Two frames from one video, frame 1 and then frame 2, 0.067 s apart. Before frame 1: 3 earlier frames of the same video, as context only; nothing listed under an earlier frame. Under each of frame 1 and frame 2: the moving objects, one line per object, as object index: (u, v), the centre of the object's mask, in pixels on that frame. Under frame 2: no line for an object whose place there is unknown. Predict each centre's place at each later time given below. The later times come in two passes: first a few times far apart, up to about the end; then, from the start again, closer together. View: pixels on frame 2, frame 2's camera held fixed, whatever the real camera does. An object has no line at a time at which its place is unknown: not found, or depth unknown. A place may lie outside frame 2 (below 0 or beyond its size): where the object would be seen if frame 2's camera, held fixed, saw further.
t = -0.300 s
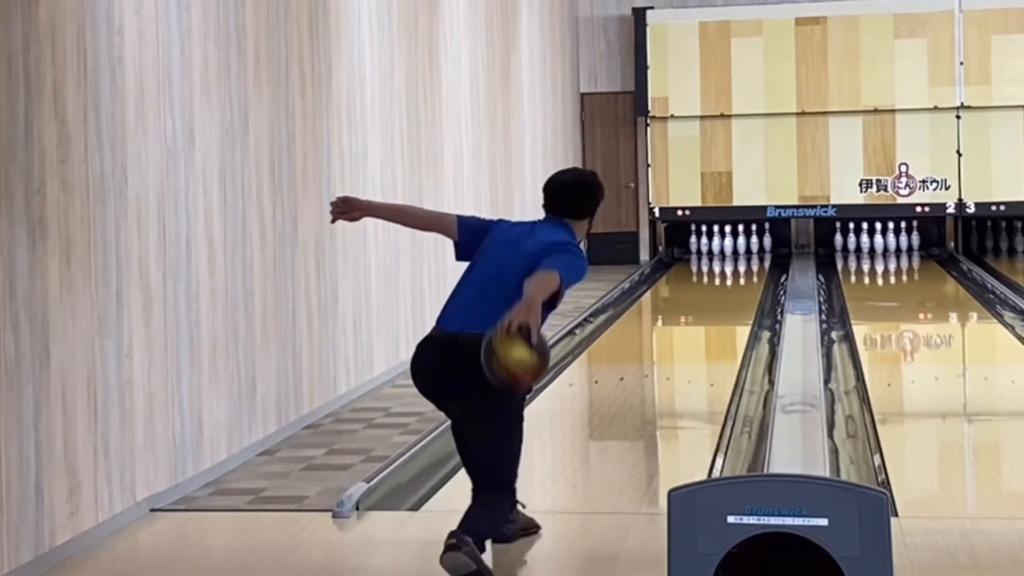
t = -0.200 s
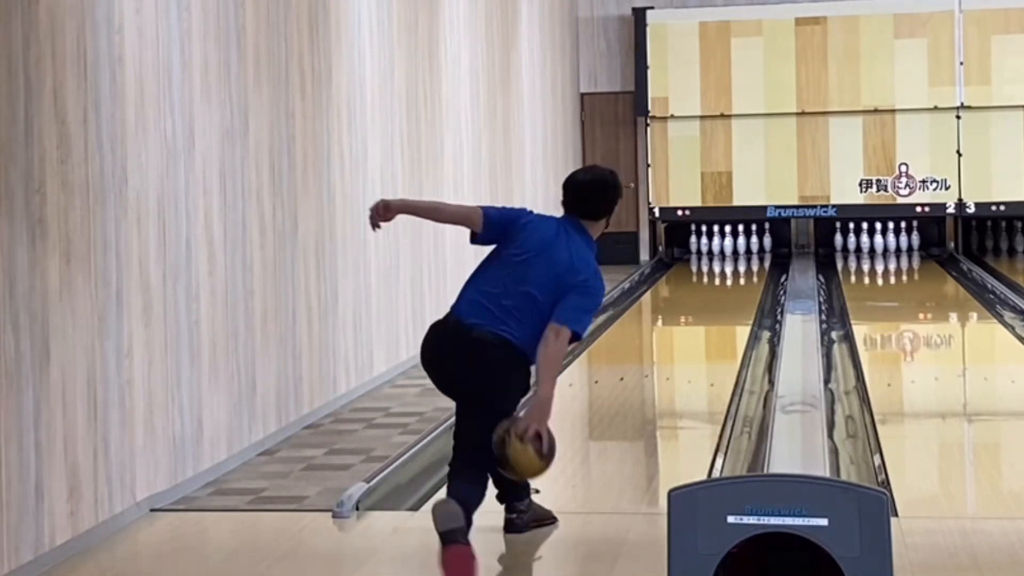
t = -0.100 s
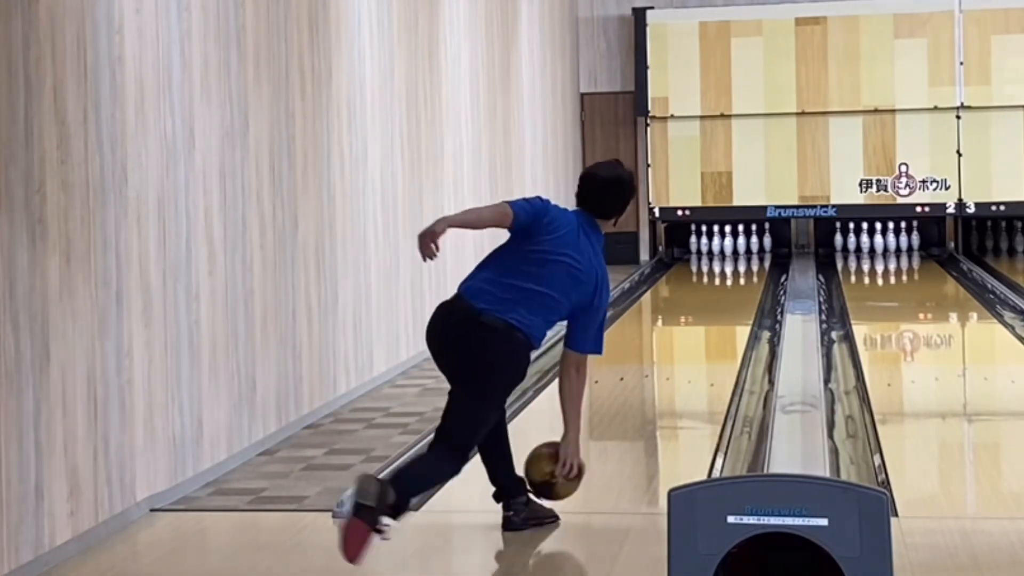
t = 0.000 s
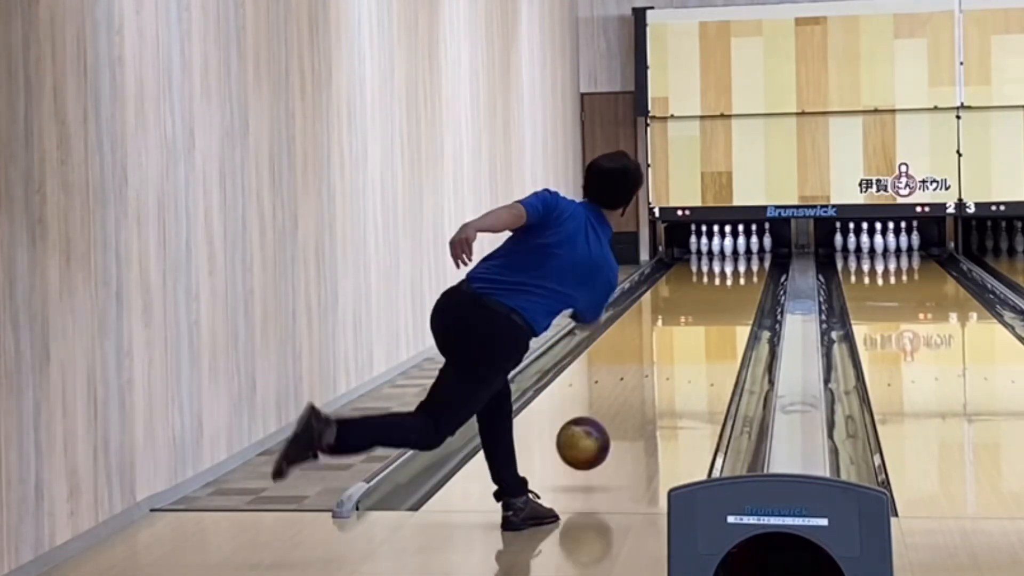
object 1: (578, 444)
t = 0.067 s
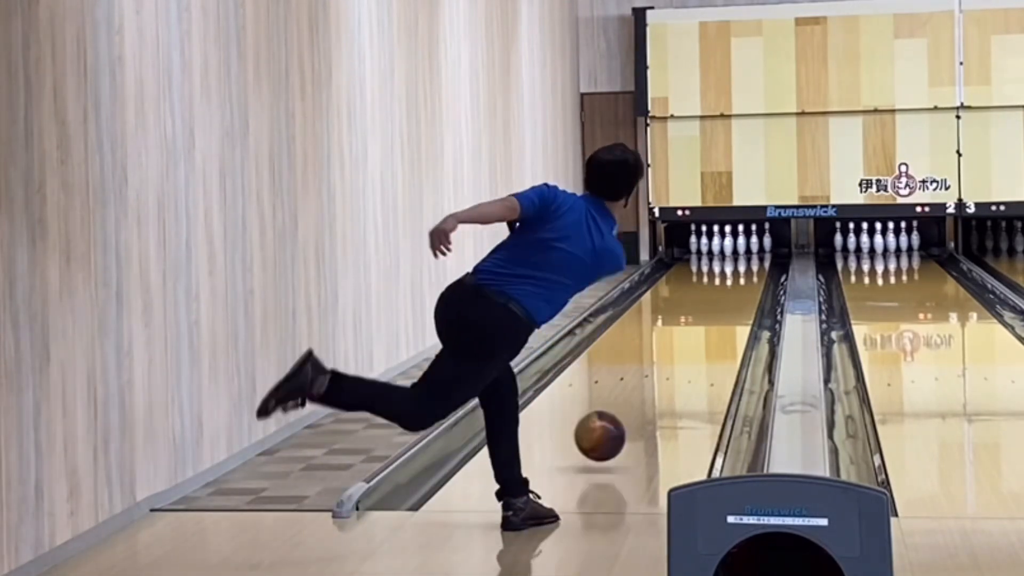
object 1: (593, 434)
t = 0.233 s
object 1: (629, 408)
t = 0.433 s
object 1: (661, 375)
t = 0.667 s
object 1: (686, 344)
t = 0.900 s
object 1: (709, 322)
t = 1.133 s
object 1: (728, 303)
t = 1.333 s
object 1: (738, 291)
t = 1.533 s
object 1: (746, 280)
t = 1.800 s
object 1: (752, 267)
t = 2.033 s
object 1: (753, 259)
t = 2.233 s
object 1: (749, 254)
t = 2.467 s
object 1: (741, 249)
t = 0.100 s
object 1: (599, 435)
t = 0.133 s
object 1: (607, 428)
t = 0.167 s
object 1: (616, 423)
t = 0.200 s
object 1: (625, 415)
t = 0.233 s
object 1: (629, 408)
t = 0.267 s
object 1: (633, 402)
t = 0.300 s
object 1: (639, 397)
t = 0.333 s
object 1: (645, 391)
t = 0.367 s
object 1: (653, 386)
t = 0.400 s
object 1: (658, 380)
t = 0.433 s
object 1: (661, 375)
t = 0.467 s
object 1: (664, 370)
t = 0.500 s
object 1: (668, 365)
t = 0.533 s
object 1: (673, 361)
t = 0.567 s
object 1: (680, 357)
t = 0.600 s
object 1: (684, 352)
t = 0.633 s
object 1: (684, 348)
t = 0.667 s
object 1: (686, 344)
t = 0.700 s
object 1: (690, 341)
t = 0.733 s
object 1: (695, 339)
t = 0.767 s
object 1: (701, 334)
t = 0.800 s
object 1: (704, 331)
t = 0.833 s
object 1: (706, 328)
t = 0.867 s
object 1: (709, 325)
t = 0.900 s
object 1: (709, 322)
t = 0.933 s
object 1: (714, 319)
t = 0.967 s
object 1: (716, 316)
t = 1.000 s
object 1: (720, 314)
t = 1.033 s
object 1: (722, 311)
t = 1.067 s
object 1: (723, 308)
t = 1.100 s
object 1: (725, 306)
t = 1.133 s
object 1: (728, 303)
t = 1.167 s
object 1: (730, 303)
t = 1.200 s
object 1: (732, 300)
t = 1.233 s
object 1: (733, 297)
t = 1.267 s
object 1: (734, 295)
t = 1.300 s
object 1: (736, 293)
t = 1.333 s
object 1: (738, 291)
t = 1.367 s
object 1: (739, 289)
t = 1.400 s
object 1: (741, 287)
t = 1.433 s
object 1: (742, 285)
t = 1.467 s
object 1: (744, 283)
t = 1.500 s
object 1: (744, 281)
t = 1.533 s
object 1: (746, 280)
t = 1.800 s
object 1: (752, 267)
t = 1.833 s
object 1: (753, 266)
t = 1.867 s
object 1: (753, 265)
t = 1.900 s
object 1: (754, 264)
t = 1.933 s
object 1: (754, 264)
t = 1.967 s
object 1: (753, 262)
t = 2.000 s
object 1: (753, 261)
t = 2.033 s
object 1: (753, 259)
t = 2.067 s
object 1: (753, 259)
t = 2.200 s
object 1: (750, 255)
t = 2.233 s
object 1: (749, 254)
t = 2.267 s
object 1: (748, 253)
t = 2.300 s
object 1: (746, 252)
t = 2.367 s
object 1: (743, 251)
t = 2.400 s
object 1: (742, 250)
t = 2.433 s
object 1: (741, 249)
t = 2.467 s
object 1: (741, 249)
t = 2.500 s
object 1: (742, 248)
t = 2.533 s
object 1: (741, 246)
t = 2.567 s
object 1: (741, 246)
